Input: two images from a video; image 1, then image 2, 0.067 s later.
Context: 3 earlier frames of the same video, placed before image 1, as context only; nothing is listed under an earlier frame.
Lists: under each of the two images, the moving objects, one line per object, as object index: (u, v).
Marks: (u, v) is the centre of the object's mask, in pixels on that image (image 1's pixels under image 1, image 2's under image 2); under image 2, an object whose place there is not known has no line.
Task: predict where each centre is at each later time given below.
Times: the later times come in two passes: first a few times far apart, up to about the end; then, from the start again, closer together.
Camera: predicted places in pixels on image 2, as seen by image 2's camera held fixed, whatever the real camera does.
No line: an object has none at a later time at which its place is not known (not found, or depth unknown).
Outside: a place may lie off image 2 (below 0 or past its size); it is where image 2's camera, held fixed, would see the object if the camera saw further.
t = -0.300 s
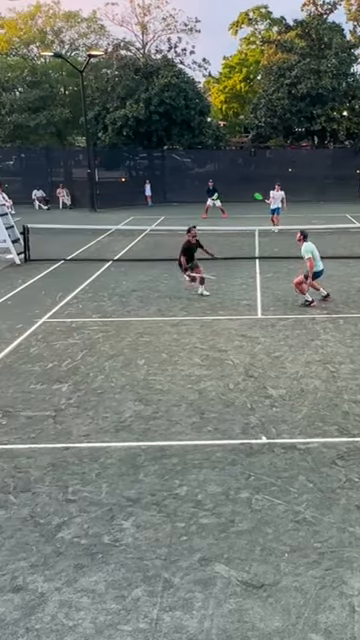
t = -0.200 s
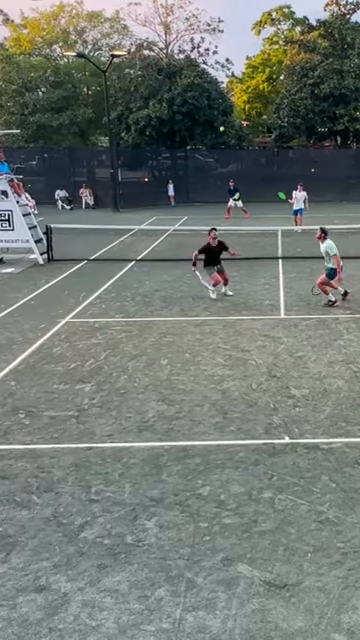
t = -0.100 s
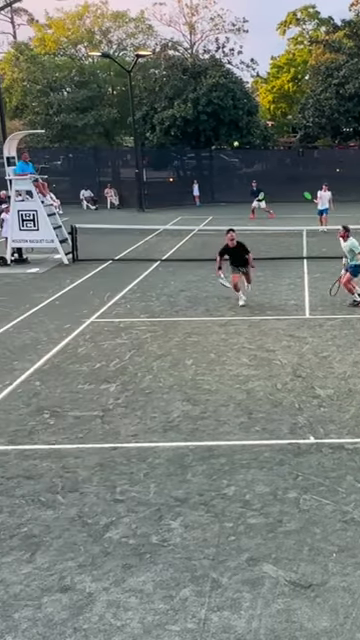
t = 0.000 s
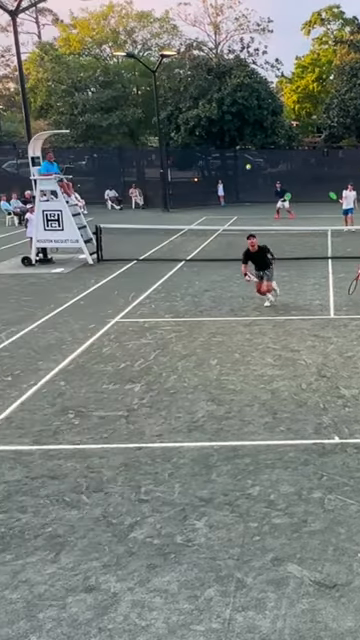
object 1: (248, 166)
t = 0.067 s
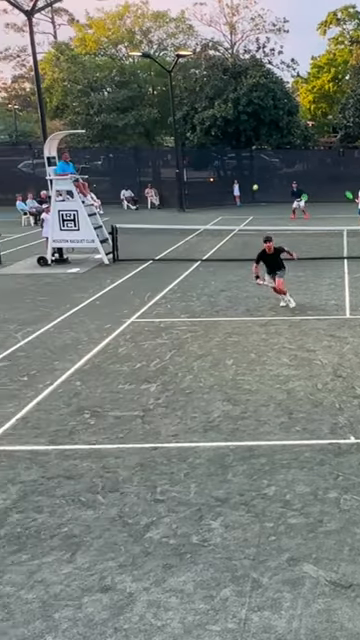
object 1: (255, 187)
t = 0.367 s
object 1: (207, 343)
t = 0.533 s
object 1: (176, 406)
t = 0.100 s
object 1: (250, 200)
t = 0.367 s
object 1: (207, 343)
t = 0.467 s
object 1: (188, 425)
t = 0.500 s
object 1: (182, 419)
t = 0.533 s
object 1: (176, 406)
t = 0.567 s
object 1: (171, 395)
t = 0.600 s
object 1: (165, 383)
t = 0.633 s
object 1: (160, 373)
